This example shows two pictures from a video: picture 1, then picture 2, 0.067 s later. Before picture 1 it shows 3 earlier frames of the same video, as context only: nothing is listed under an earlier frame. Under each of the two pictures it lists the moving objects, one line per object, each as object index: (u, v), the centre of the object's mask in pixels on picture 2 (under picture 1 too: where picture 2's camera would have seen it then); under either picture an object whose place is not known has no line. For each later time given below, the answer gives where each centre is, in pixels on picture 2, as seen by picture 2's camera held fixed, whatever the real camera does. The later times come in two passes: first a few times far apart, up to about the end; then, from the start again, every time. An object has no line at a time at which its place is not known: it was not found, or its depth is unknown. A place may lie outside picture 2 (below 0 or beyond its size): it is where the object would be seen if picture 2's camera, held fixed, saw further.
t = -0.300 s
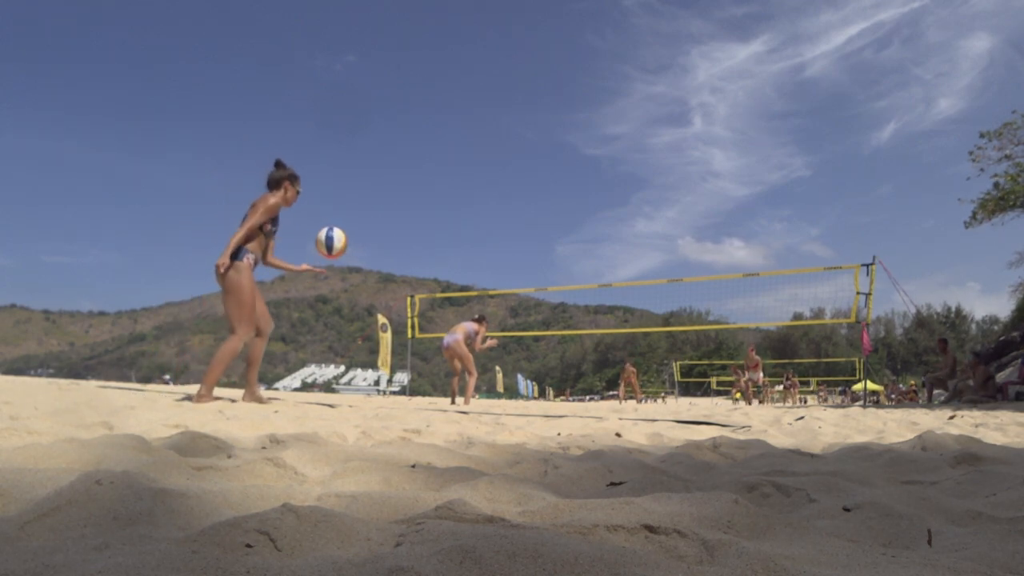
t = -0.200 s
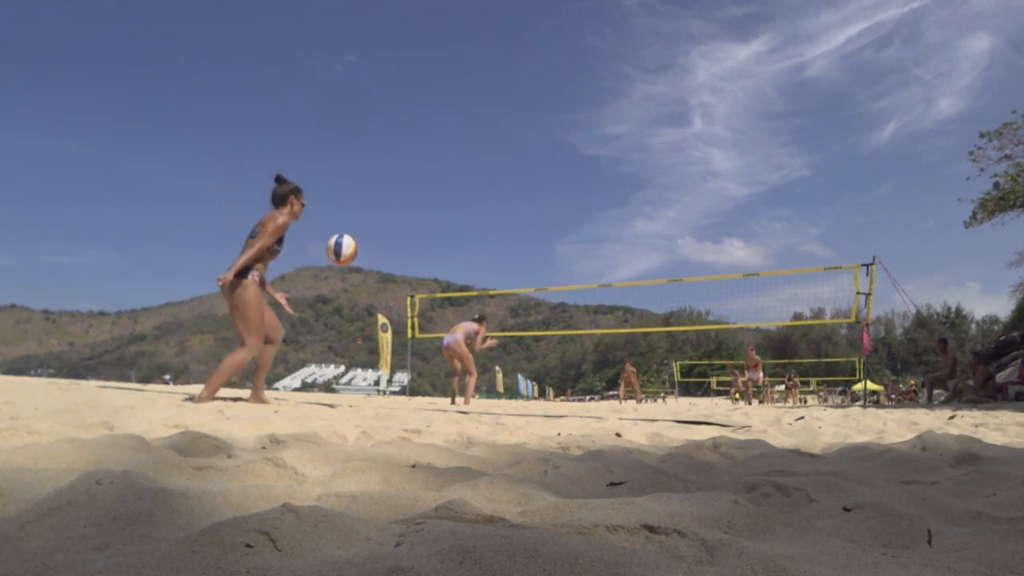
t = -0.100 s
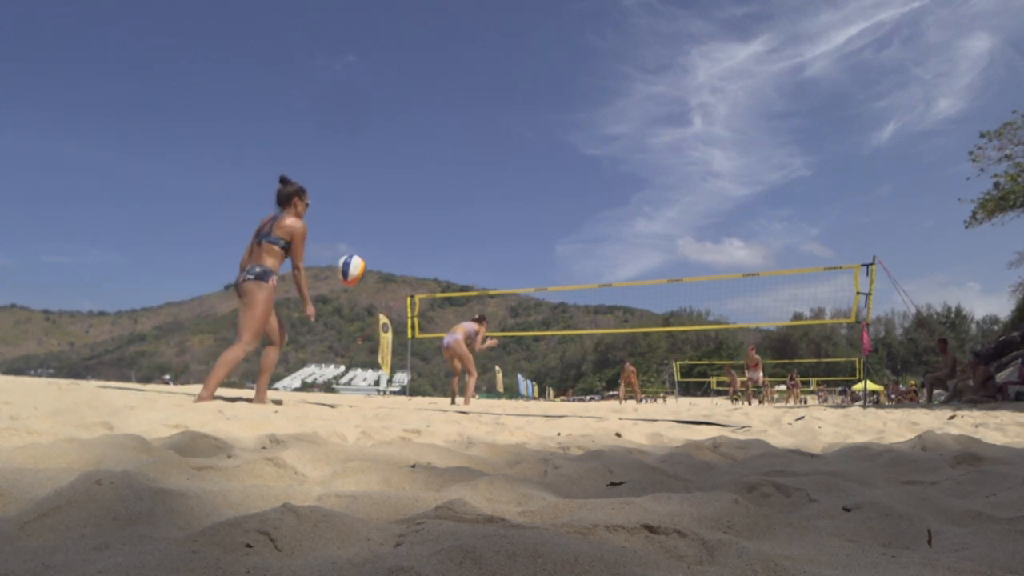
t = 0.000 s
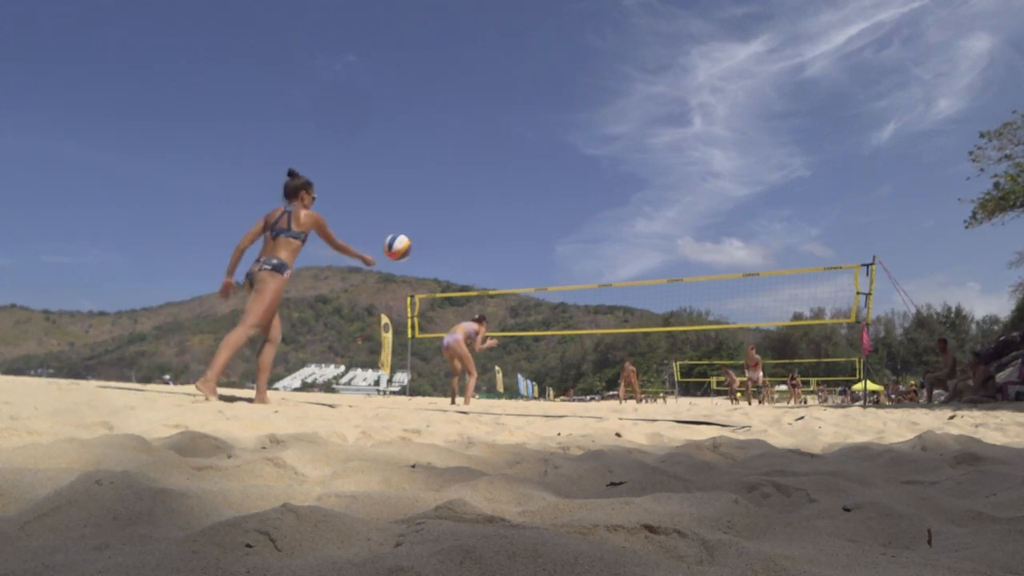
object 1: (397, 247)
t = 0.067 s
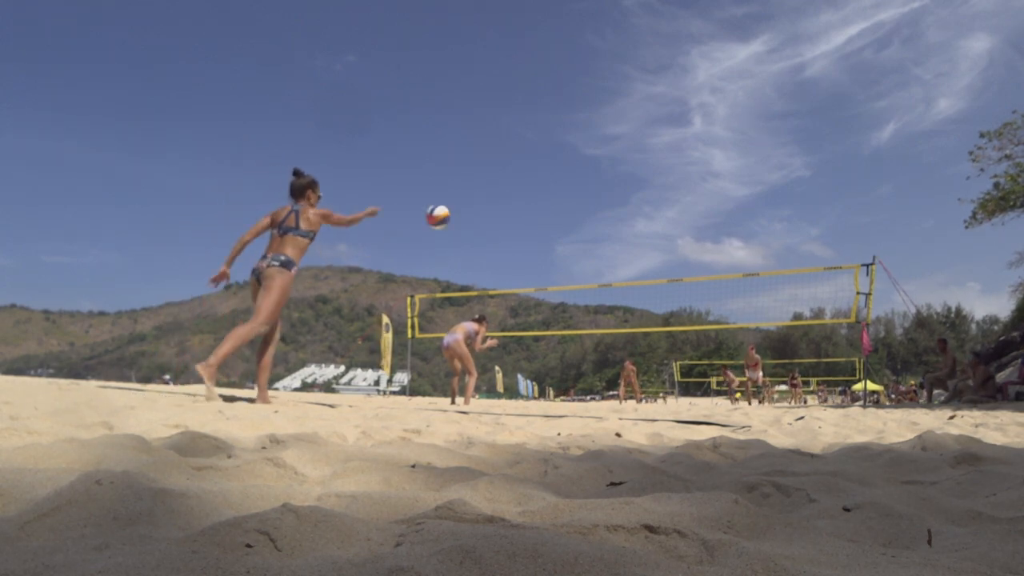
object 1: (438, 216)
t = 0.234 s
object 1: (501, 182)
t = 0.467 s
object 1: (548, 182)
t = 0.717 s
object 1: (574, 215)
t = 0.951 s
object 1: (587, 259)
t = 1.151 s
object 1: (592, 305)
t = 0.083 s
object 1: (446, 210)
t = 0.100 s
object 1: (454, 206)
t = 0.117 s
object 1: (461, 201)
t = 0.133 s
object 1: (468, 197)
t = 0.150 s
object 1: (475, 194)
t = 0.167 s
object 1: (480, 191)
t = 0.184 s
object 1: (486, 188)
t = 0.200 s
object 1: (491, 186)
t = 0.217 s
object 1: (497, 183)
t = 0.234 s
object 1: (501, 182)
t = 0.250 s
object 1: (505, 180)
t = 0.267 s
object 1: (510, 179)
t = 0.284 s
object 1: (514, 178)
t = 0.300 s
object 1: (518, 177)
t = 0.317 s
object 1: (522, 177)
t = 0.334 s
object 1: (525, 177)
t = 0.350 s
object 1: (529, 177)
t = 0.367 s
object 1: (532, 177)
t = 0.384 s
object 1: (535, 178)
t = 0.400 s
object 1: (538, 178)
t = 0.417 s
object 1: (541, 179)
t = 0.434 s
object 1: (544, 180)
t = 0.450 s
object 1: (546, 181)
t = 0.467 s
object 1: (548, 182)
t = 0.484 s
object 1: (551, 183)
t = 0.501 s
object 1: (553, 185)
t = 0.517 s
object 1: (555, 187)
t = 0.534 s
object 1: (557, 189)
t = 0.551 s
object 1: (559, 191)
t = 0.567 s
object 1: (561, 193)
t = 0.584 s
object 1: (563, 195)
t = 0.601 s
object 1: (565, 197)
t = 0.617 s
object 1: (566, 199)
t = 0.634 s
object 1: (568, 202)
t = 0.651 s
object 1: (569, 204)
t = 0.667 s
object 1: (571, 206)
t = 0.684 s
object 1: (572, 209)
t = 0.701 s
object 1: (573, 212)
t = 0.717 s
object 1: (574, 215)
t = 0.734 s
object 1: (576, 218)
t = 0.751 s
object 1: (577, 220)
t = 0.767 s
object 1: (578, 223)
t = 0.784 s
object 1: (579, 226)
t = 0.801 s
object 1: (580, 229)
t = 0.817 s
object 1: (581, 232)
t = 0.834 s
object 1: (582, 236)
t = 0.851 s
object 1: (582, 239)
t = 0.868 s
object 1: (583, 242)
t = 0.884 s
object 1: (584, 245)
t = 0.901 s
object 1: (585, 249)
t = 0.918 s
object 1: (585, 252)
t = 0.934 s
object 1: (586, 255)
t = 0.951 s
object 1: (587, 259)
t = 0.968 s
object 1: (588, 262)
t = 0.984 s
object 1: (588, 266)
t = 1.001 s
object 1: (588, 270)
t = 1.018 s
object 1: (589, 273)
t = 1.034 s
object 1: (589, 277)
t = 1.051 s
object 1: (590, 280)
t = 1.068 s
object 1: (590, 284)
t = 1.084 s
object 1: (591, 290)
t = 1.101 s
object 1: (591, 292)
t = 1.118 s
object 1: (591, 297)
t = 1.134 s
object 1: (592, 300)
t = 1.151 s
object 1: (592, 305)
